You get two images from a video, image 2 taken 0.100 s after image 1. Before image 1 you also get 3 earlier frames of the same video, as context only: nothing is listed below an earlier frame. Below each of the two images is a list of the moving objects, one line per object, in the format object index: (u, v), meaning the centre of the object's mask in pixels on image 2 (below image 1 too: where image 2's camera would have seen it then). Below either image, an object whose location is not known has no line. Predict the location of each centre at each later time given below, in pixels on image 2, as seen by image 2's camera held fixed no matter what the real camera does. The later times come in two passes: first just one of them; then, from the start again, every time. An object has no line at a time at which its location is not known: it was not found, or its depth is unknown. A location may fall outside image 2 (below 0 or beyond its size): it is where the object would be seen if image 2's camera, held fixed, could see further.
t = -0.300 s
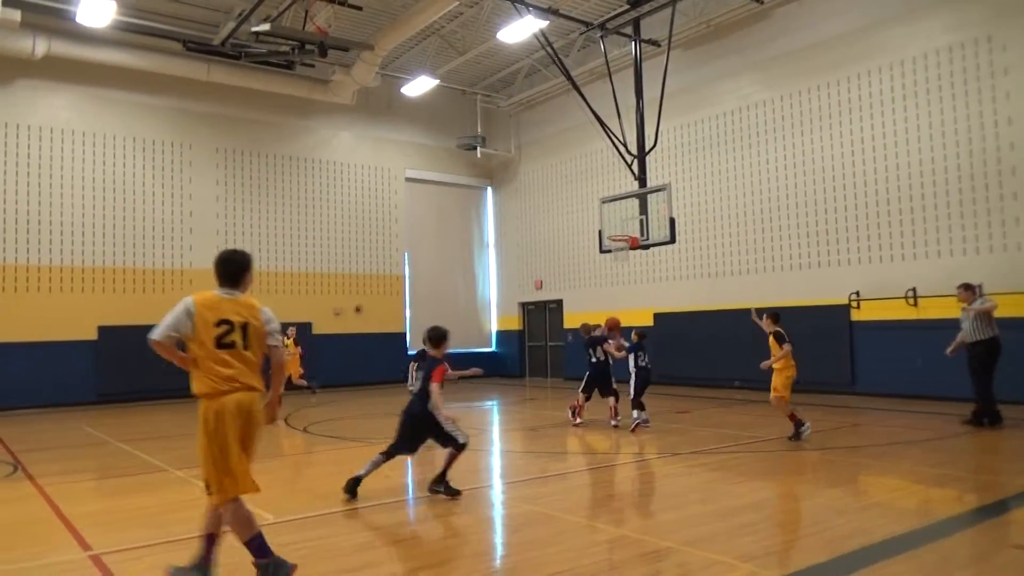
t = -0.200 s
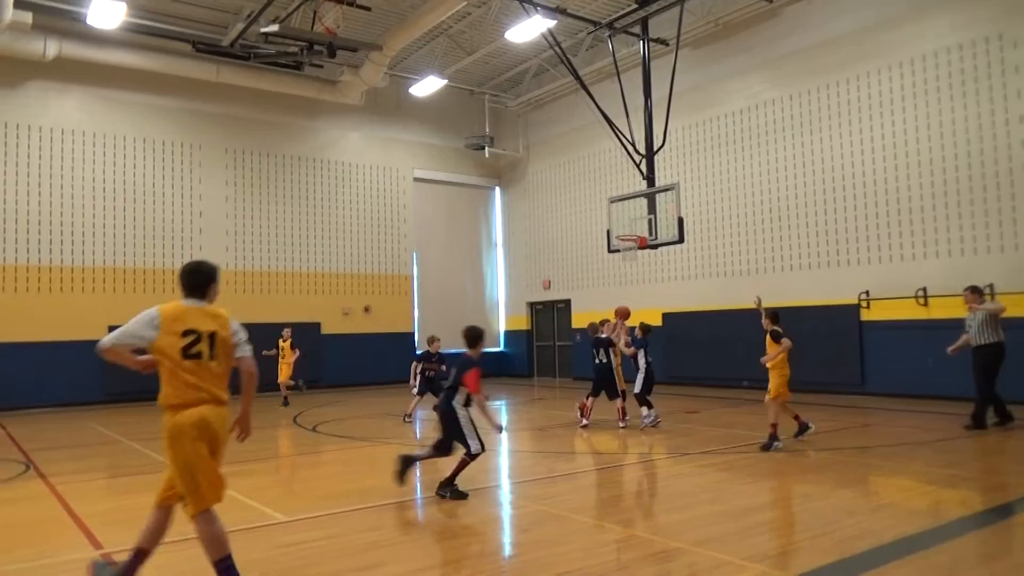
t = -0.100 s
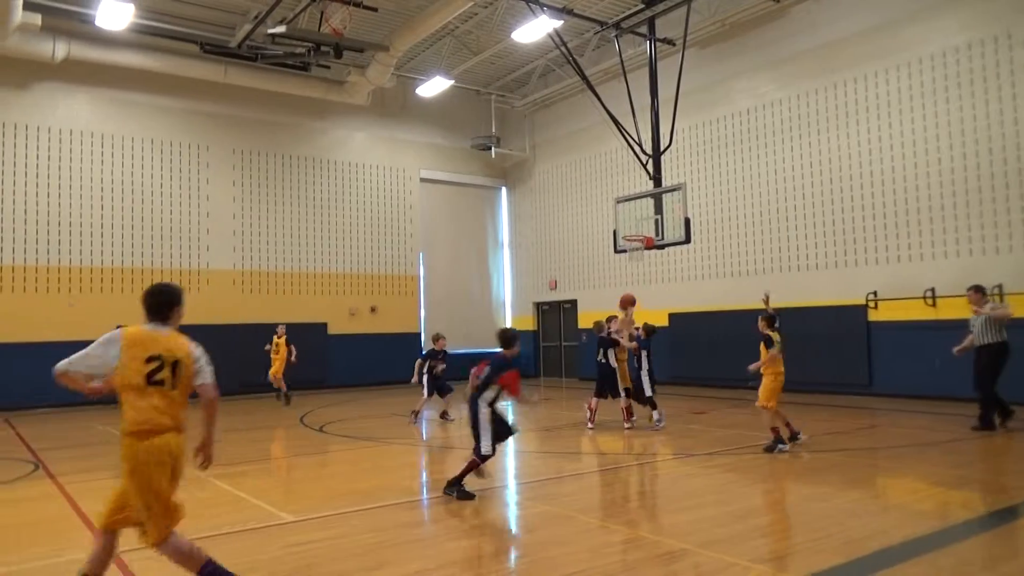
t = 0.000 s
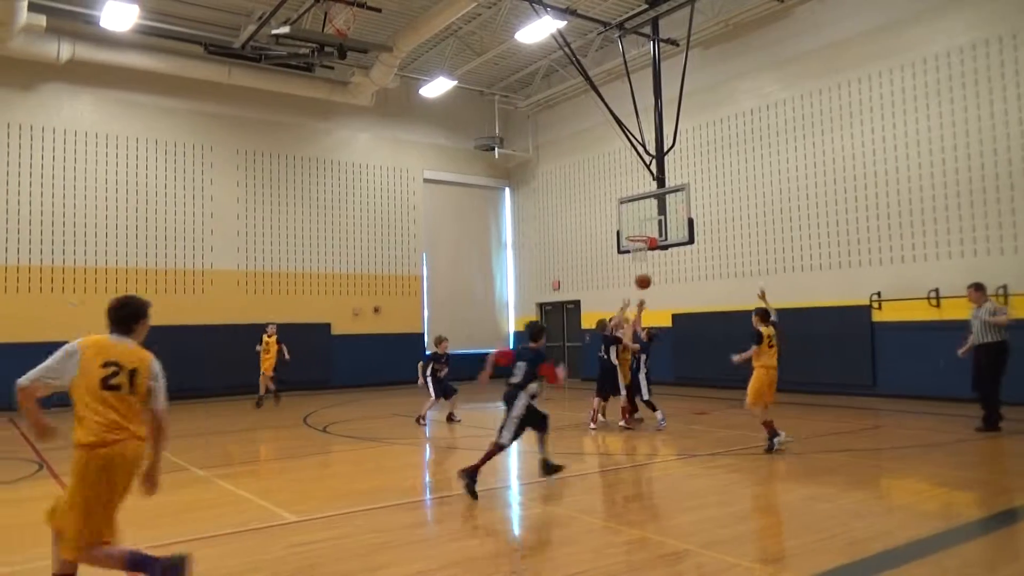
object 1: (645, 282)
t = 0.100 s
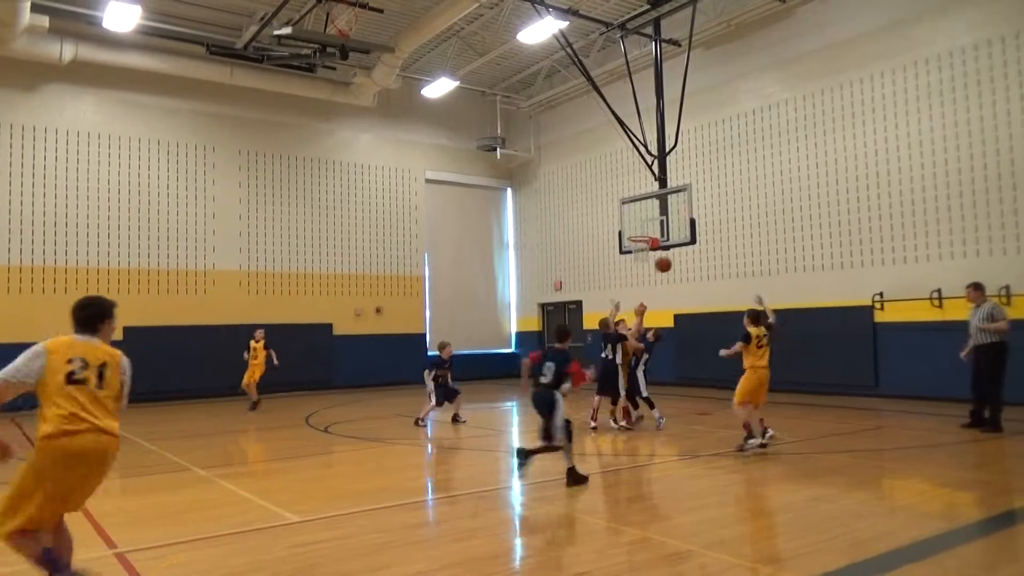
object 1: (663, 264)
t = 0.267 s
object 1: (695, 250)
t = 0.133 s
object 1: (670, 260)
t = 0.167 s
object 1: (676, 256)
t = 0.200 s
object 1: (682, 254)
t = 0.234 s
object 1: (689, 252)
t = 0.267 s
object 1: (695, 250)
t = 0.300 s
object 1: (702, 249)
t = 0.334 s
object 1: (709, 249)
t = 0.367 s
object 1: (716, 250)
